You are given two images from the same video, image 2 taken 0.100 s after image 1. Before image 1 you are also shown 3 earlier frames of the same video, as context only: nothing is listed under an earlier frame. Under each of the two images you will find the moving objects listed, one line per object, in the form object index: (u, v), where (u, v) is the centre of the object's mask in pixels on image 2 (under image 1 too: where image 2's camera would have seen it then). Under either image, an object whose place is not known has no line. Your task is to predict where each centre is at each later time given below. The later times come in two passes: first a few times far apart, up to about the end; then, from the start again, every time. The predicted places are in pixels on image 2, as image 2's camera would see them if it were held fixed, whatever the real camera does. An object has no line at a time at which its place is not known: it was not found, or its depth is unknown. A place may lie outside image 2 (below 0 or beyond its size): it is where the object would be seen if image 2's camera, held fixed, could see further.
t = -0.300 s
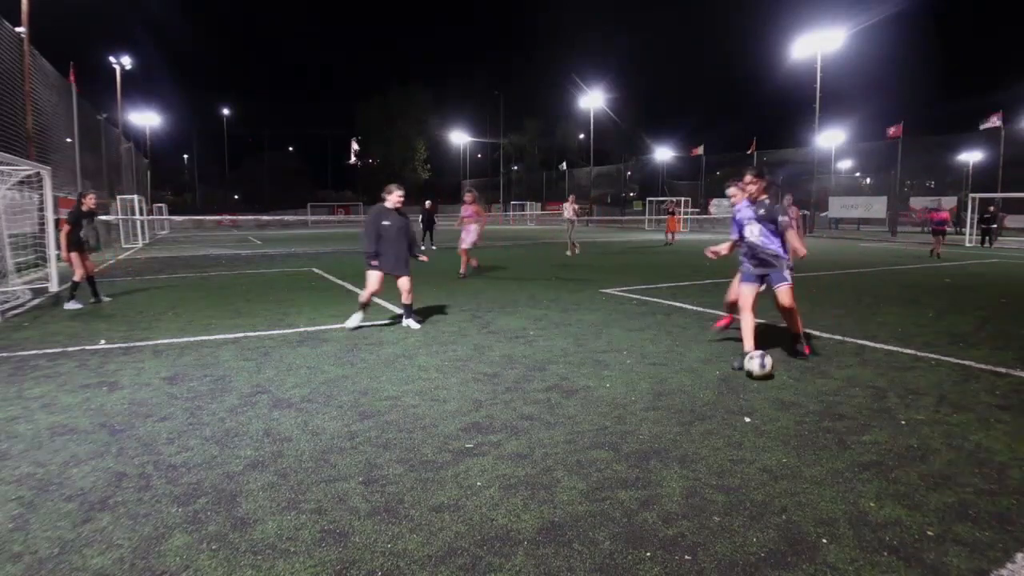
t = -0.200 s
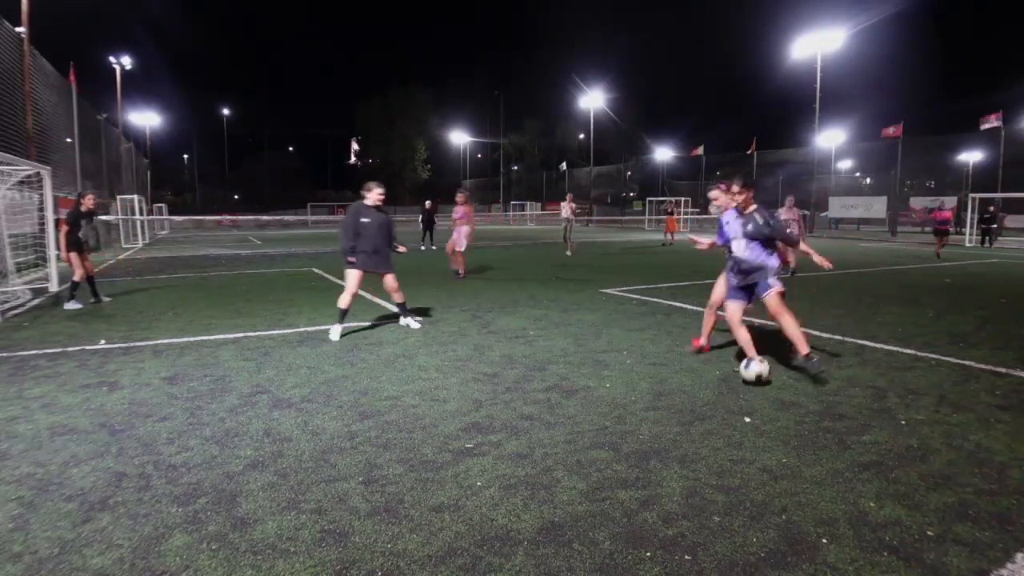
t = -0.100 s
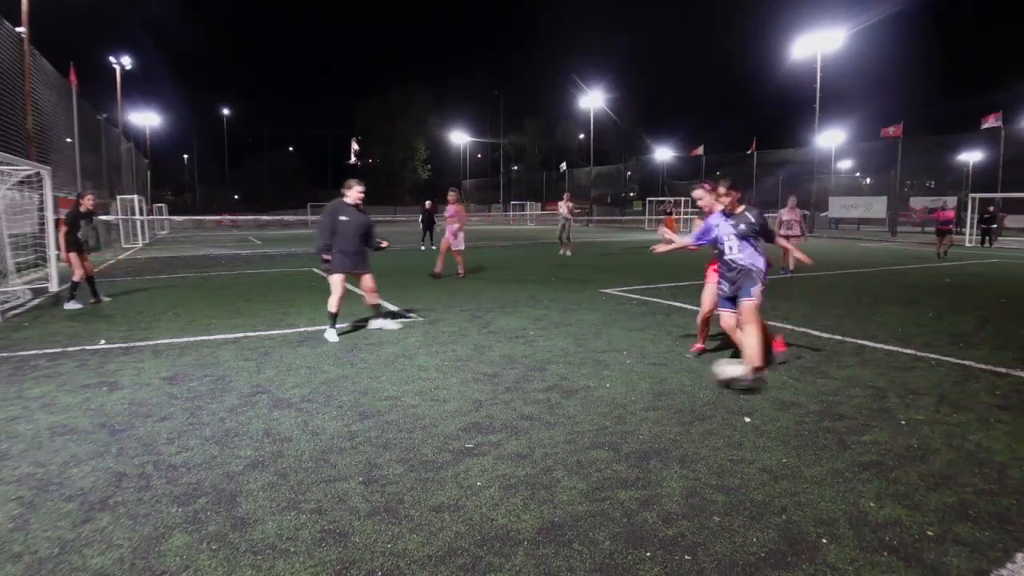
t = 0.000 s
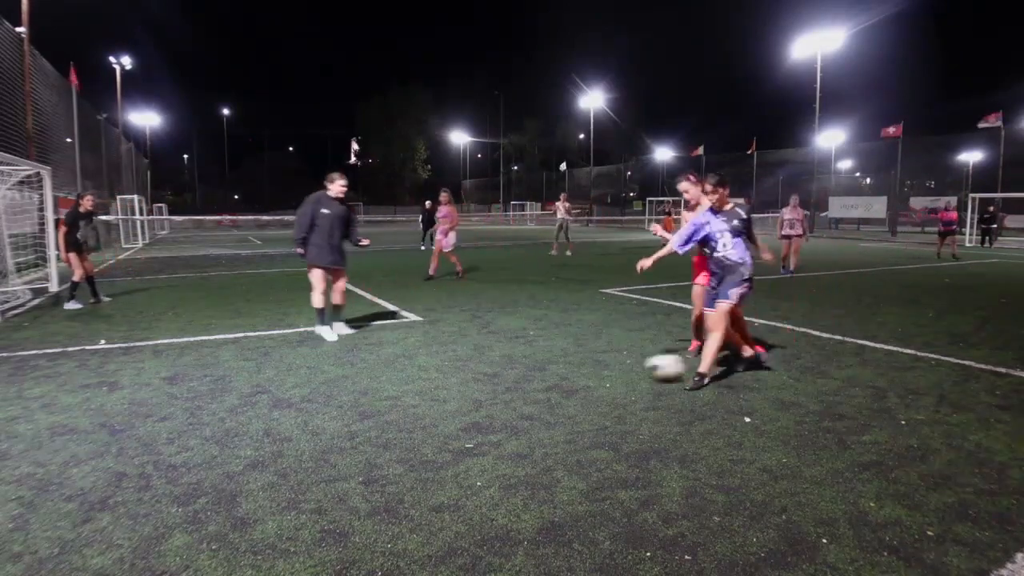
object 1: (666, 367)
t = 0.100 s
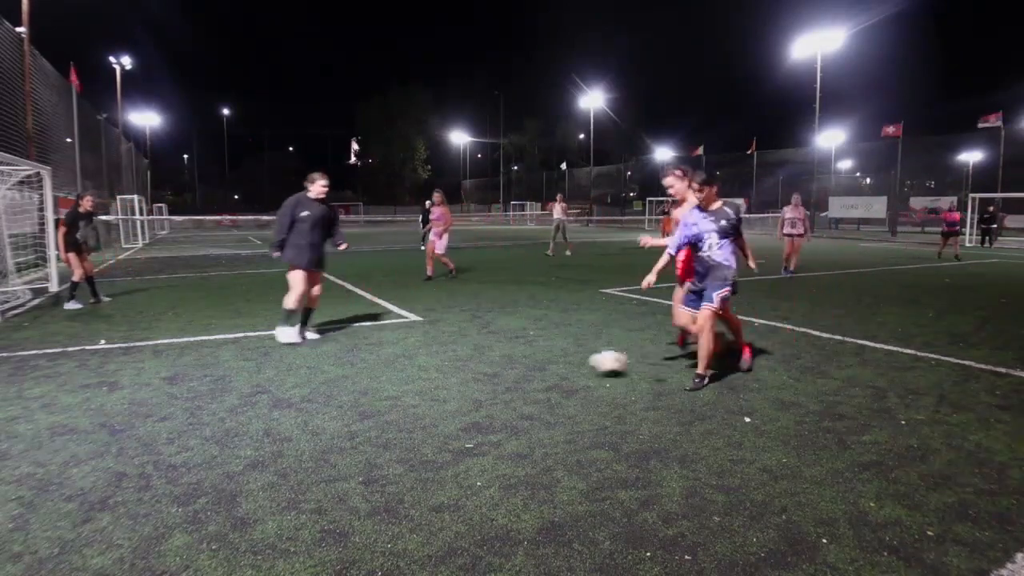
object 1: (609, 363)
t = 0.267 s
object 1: (528, 358)
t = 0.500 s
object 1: (427, 354)
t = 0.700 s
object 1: (351, 350)
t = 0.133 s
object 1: (590, 362)
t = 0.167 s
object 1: (574, 361)
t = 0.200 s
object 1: (559, 360)
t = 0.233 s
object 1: (542, 360)
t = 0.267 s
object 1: (528, 358)
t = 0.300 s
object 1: (512, 358)
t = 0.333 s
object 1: (497, 357)
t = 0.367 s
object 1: (483, 356)
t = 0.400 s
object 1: (470, 355)
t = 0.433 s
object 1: (456, 355)
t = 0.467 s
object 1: (442, 354)
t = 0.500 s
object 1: (427, 354)
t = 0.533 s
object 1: (415, 353)
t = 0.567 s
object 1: (401, 351)
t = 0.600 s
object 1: (388, 352)
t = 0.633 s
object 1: (376, 351)
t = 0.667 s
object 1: (366, 350)
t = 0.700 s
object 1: (351, 350)
